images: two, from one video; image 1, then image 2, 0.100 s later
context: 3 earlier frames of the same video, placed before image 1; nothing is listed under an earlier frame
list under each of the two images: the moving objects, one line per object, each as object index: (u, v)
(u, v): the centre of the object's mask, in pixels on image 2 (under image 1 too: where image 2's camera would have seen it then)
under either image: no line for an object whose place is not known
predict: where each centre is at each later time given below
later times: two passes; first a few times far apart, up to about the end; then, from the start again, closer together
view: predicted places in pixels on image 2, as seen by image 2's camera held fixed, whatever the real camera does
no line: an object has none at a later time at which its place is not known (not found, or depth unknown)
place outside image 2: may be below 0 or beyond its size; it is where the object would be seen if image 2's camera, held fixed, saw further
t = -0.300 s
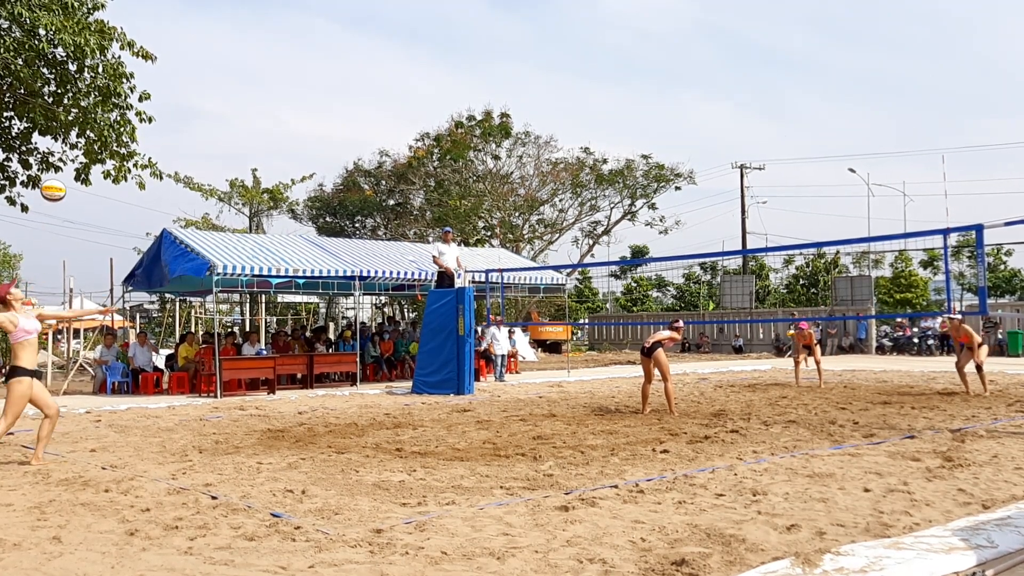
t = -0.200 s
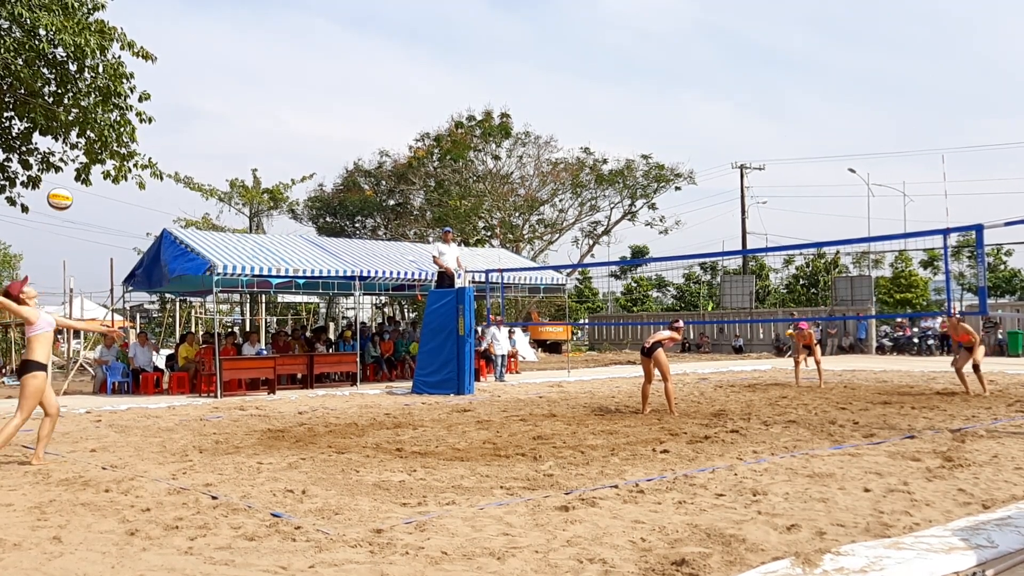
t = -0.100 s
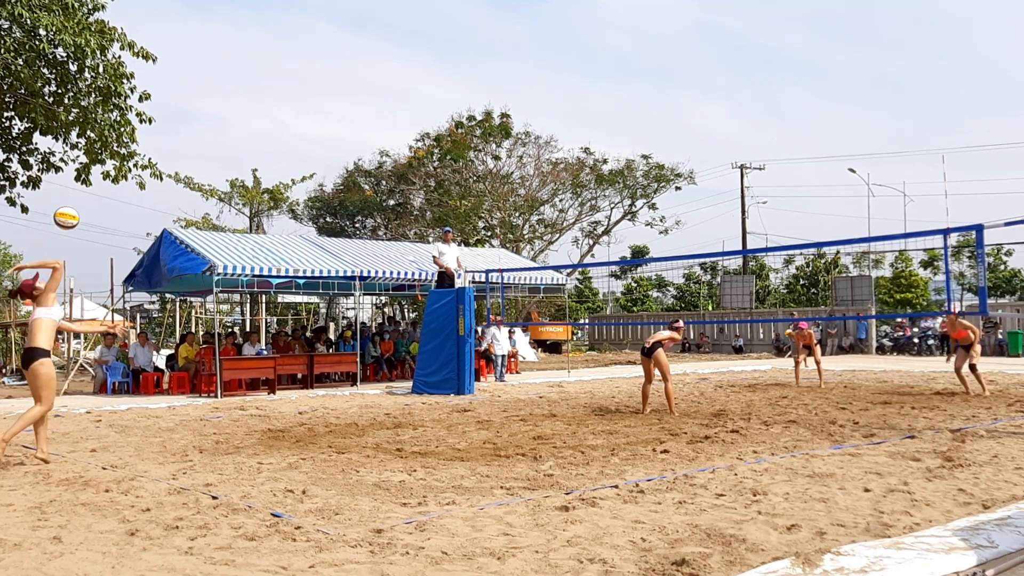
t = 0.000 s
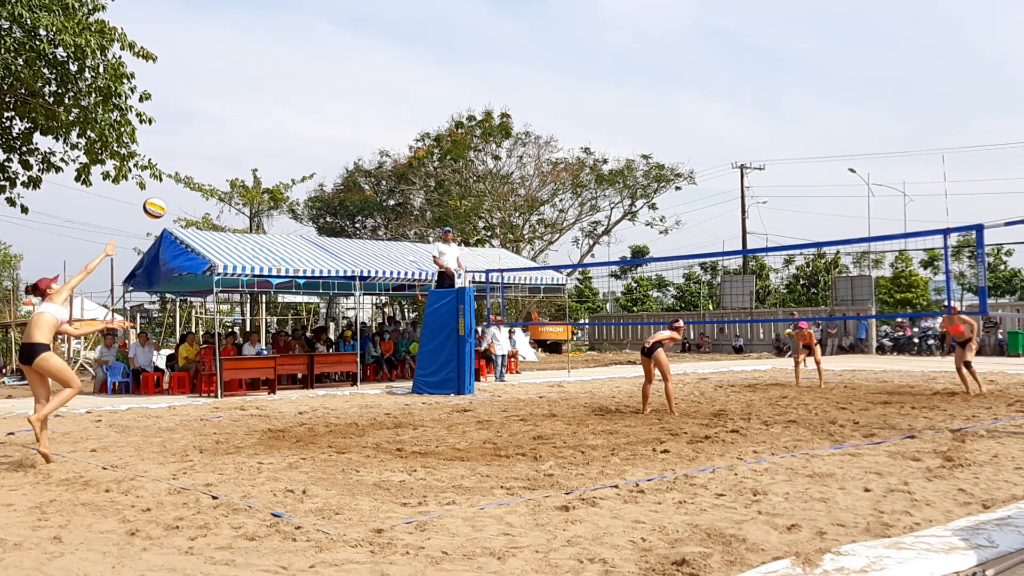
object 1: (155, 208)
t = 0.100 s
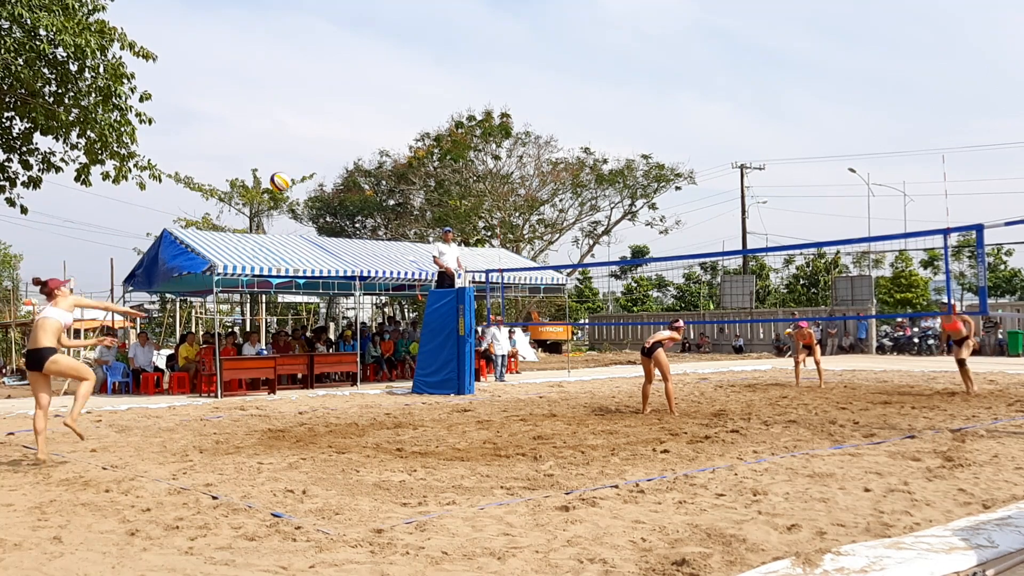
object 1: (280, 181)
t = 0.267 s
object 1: (439, 163)
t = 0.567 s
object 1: (633, 193)
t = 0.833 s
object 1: (755, 259)
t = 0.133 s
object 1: (316, 176)
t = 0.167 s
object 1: (350, 171)
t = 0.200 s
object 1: (381, 168)
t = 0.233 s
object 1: (412, 164)
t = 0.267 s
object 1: (439, 163)
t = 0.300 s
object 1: (465, 163)
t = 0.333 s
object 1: (491, 164)
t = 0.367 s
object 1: (514, 165)
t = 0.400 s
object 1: (537, 168)
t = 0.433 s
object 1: (558, 172)
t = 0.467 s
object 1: (578, 176)
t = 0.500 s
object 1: (597, 180)
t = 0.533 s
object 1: (616, 187)
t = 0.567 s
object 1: (633, 193)
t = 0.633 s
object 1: (667, 207)
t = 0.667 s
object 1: (683, 214)
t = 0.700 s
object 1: (698, 222)
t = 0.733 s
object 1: (713, 231)
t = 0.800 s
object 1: (741, 246)
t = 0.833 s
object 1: (755, 259)
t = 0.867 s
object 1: (767, 269)
